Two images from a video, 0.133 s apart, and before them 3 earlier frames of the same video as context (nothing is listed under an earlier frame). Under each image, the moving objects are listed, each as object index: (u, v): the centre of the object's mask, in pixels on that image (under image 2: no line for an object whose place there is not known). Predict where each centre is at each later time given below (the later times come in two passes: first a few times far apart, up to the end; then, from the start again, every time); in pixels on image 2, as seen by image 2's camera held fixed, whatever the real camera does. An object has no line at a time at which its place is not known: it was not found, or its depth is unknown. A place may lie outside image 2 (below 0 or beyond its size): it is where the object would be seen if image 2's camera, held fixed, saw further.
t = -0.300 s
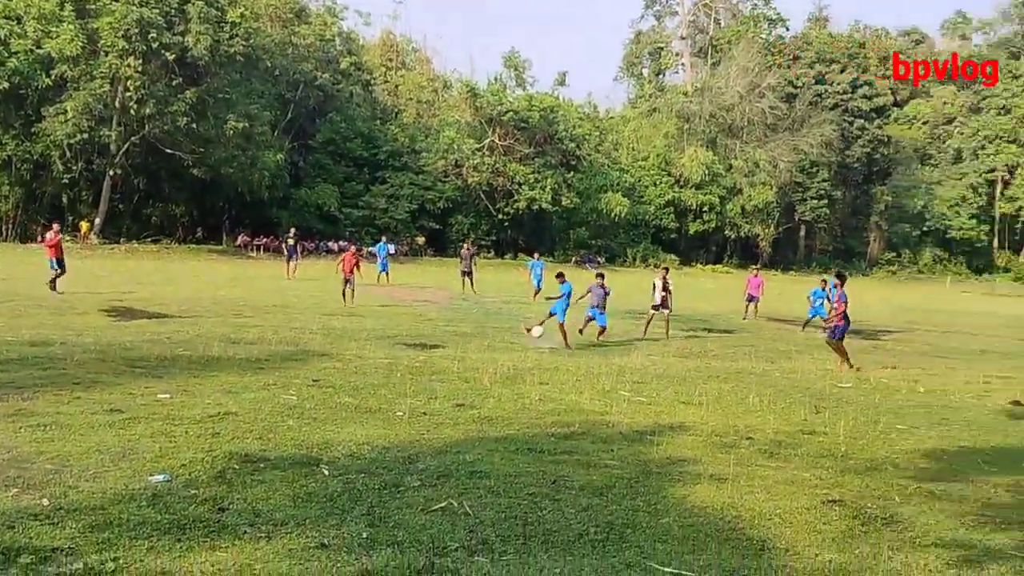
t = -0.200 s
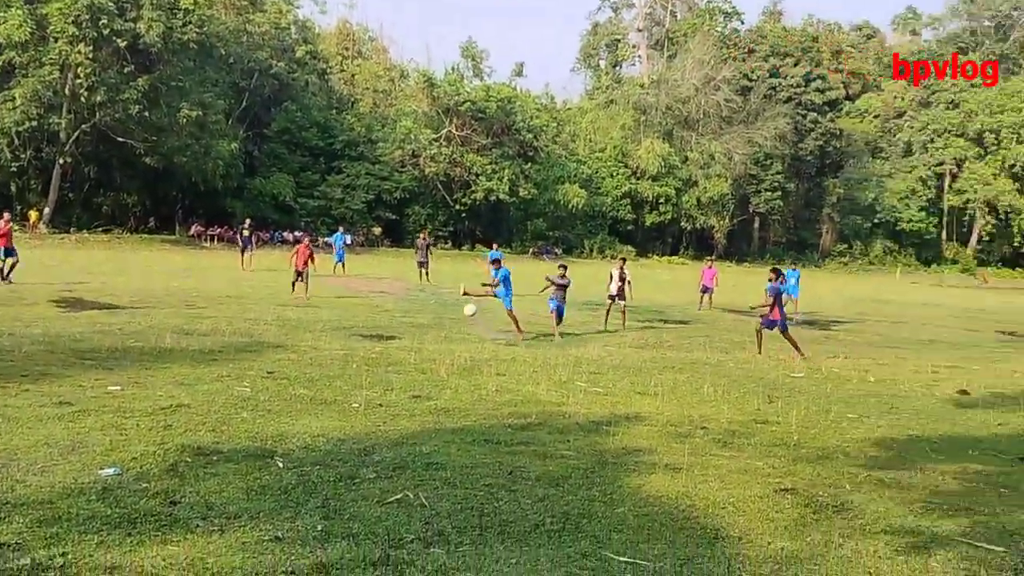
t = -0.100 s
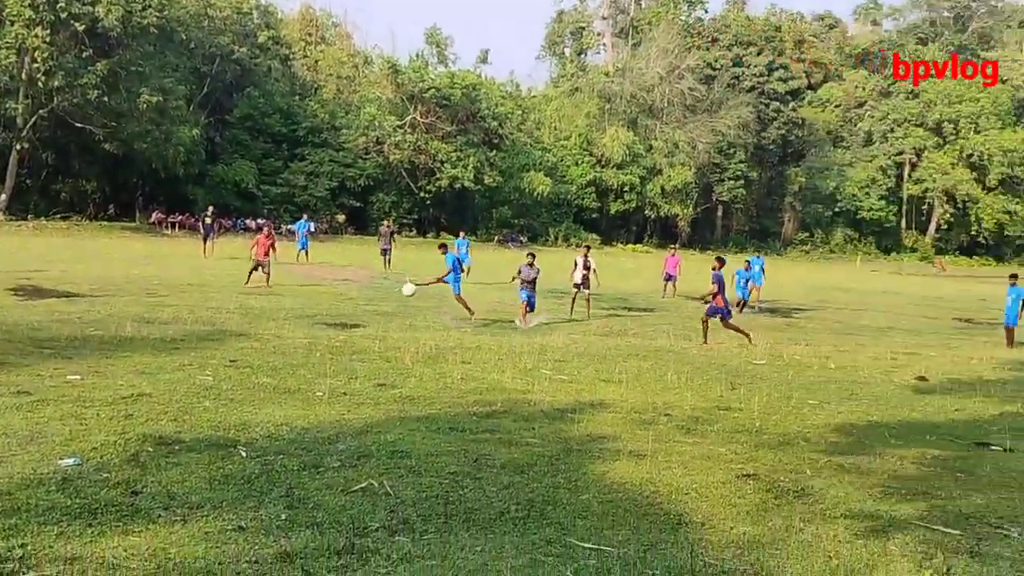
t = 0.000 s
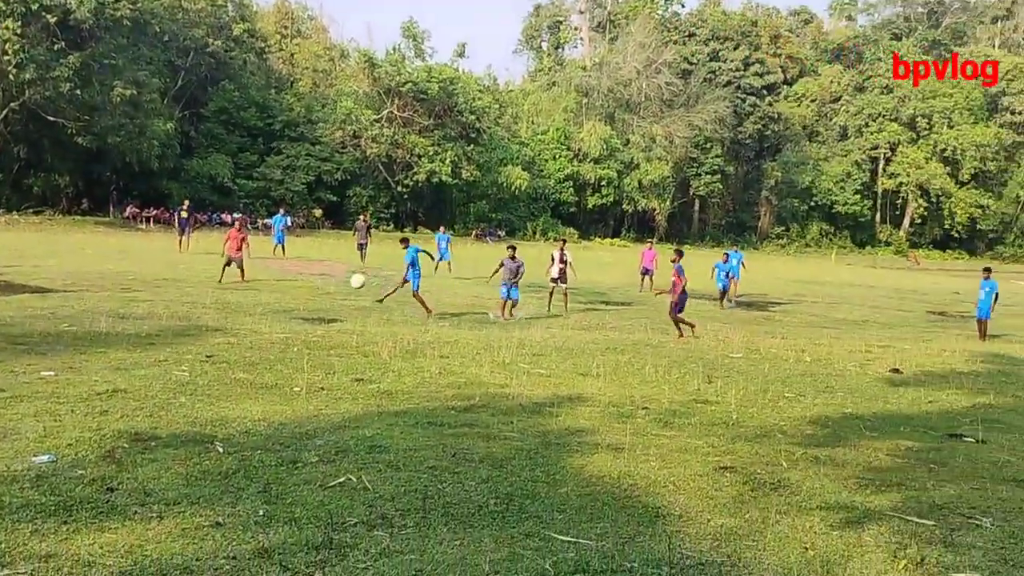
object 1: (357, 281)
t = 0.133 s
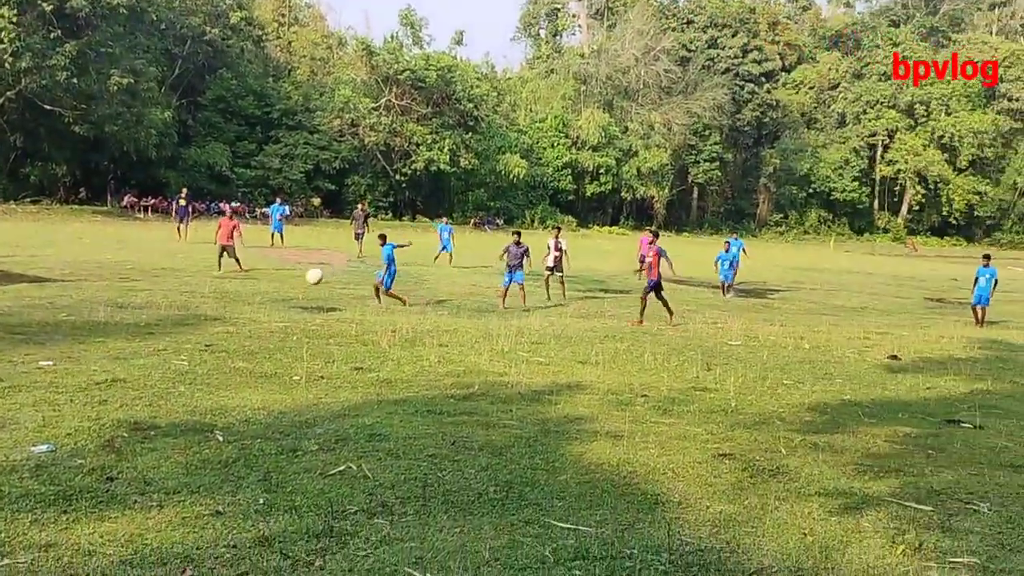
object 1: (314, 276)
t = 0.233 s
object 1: (279, 292)
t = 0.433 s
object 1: (192, 363)
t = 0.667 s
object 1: (93, 362)
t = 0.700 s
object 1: (75, 363)
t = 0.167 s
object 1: (303, 281)
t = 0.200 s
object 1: (291, 285)
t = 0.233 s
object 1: (279, 292)
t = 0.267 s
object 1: (265, 300)
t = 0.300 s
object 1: (252, 308)
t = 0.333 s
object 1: (238, 319)
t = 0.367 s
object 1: (223, 332)
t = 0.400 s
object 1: (208, 346)
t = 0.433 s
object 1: (192, 363)
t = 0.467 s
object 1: (175, 380)
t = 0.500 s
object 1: (164, 377)
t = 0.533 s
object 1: (150, 372)
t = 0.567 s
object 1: (137, 367)
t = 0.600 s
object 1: (122, 365)
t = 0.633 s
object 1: (107, 363)
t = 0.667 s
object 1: (93, 362)
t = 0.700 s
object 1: (75, 363)
